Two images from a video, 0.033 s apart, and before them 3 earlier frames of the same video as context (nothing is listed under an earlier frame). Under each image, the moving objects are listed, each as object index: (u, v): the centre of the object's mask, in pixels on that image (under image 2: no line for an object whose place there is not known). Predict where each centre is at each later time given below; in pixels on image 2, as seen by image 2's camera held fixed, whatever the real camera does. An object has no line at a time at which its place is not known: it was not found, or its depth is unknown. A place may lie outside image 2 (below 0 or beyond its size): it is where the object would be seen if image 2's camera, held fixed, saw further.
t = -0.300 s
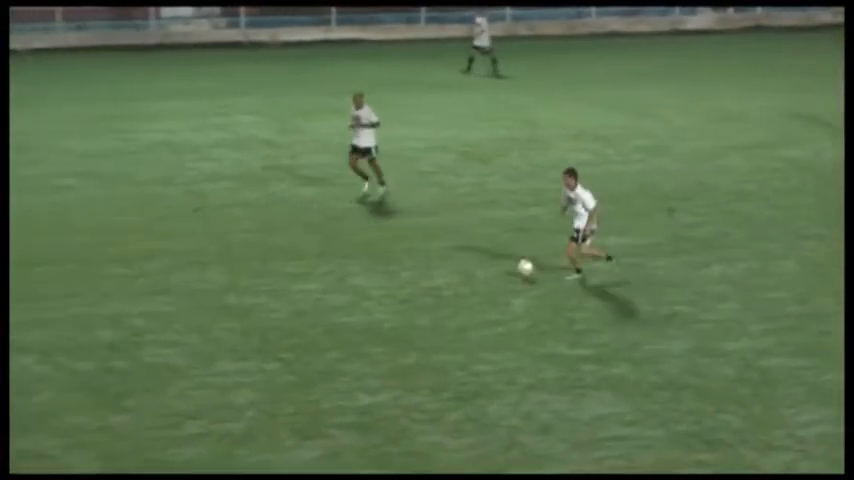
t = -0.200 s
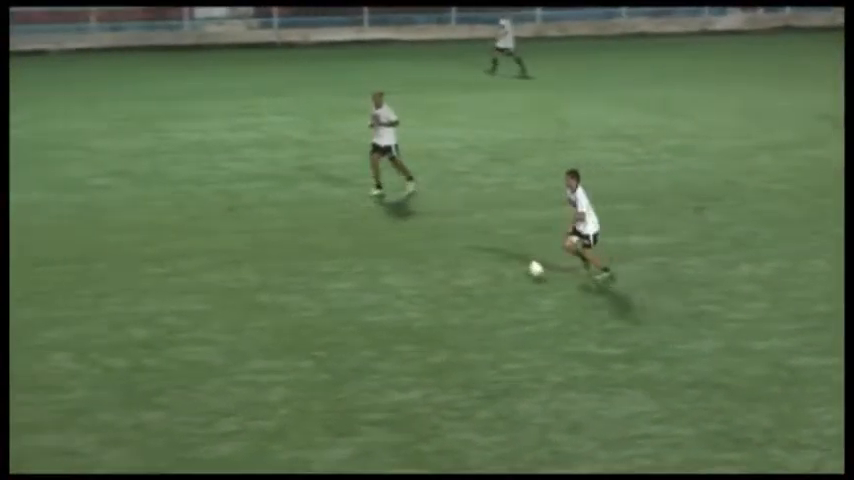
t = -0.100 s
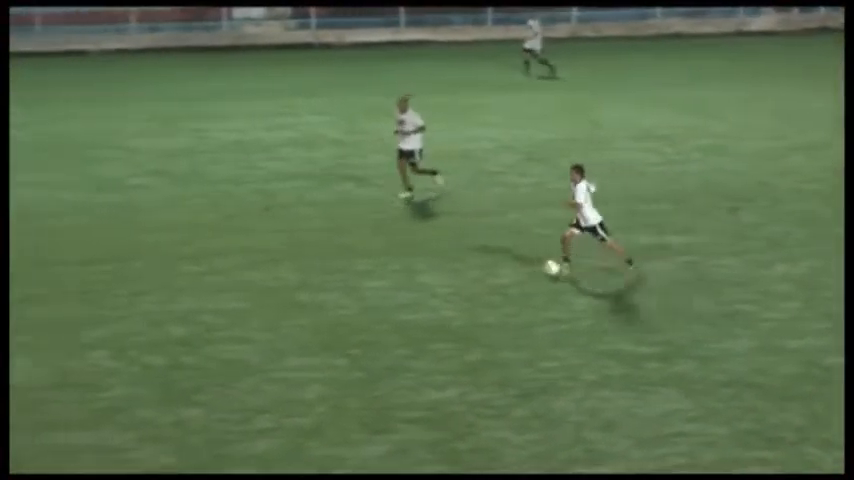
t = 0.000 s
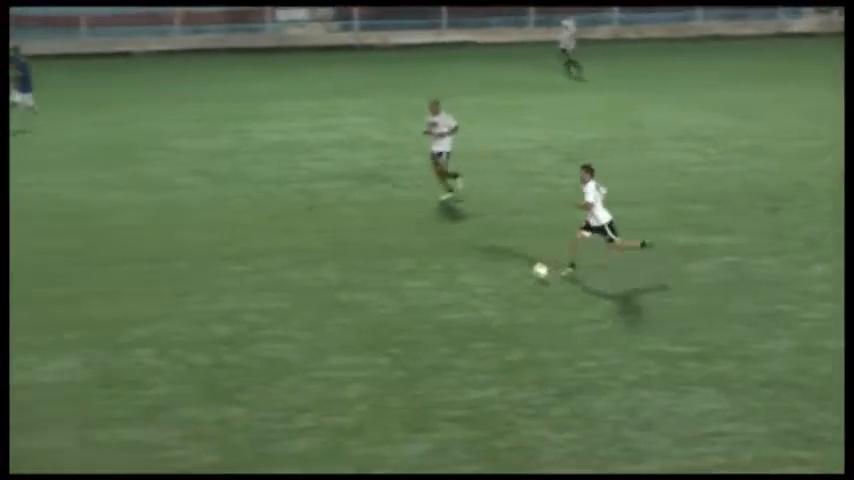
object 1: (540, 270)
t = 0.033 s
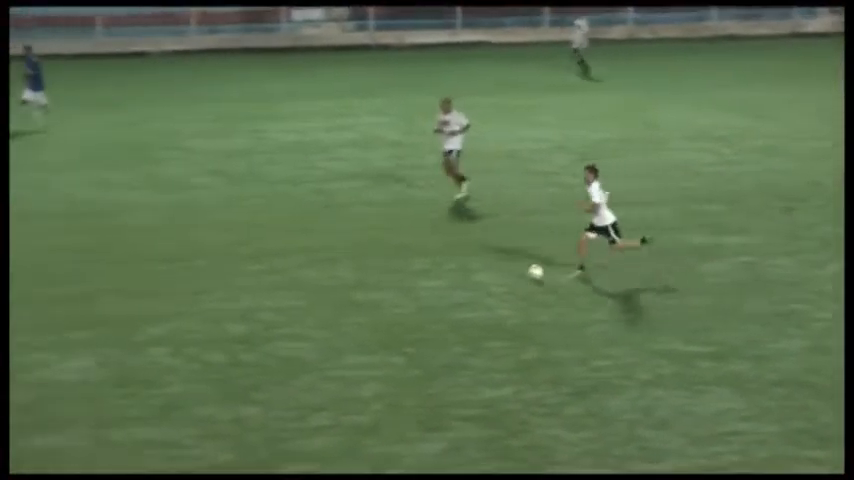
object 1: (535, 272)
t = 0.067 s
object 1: (519, 272)
